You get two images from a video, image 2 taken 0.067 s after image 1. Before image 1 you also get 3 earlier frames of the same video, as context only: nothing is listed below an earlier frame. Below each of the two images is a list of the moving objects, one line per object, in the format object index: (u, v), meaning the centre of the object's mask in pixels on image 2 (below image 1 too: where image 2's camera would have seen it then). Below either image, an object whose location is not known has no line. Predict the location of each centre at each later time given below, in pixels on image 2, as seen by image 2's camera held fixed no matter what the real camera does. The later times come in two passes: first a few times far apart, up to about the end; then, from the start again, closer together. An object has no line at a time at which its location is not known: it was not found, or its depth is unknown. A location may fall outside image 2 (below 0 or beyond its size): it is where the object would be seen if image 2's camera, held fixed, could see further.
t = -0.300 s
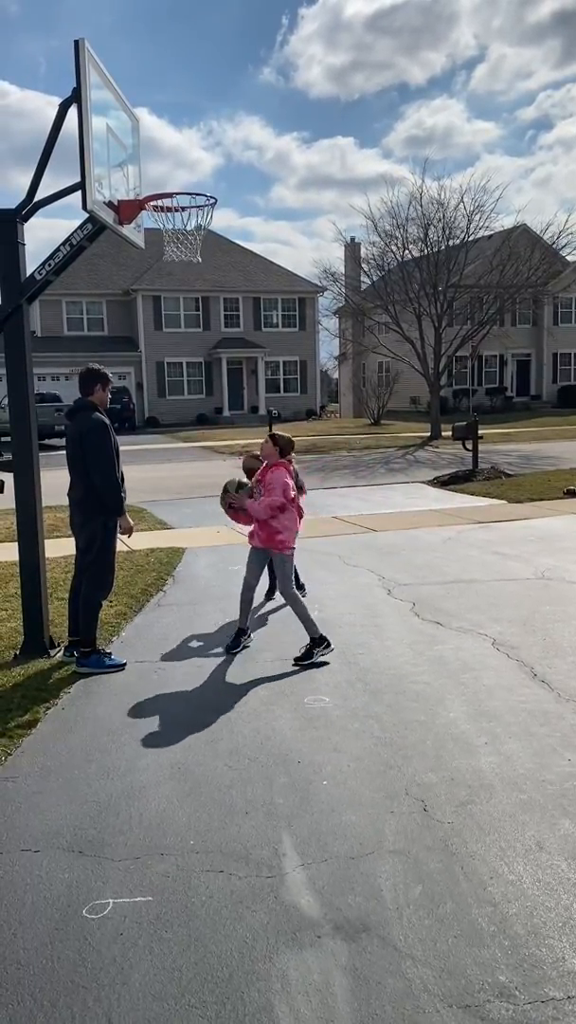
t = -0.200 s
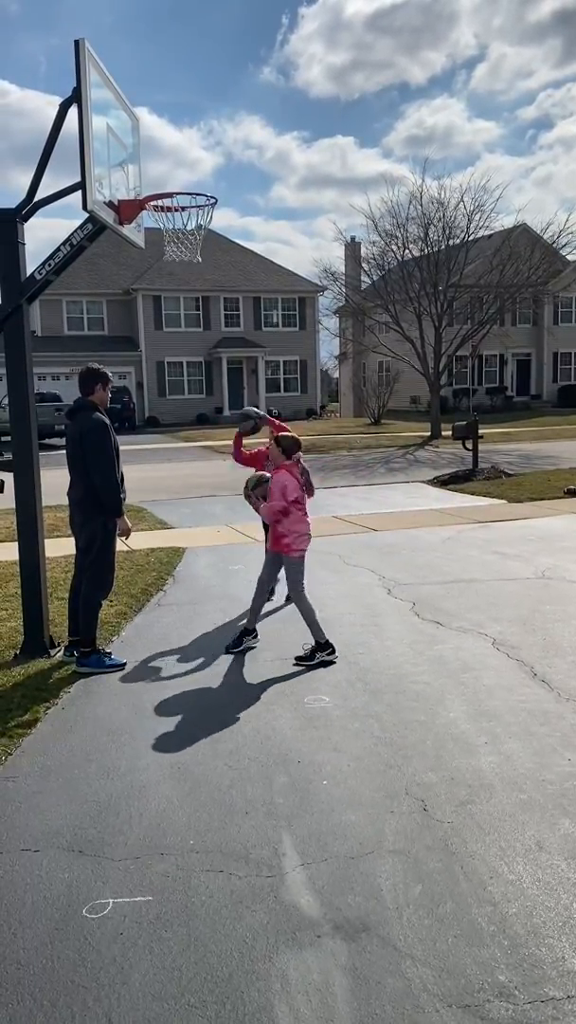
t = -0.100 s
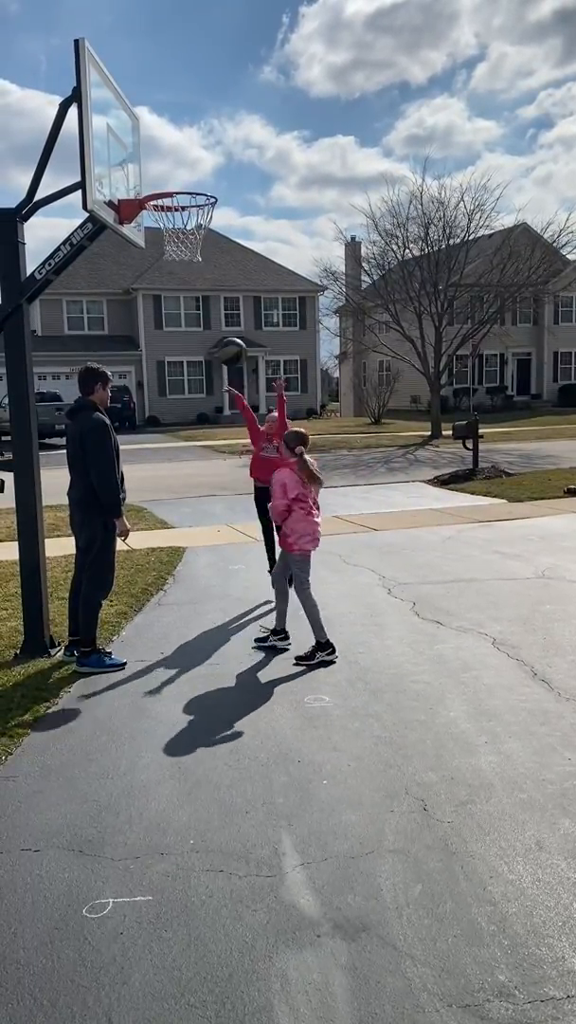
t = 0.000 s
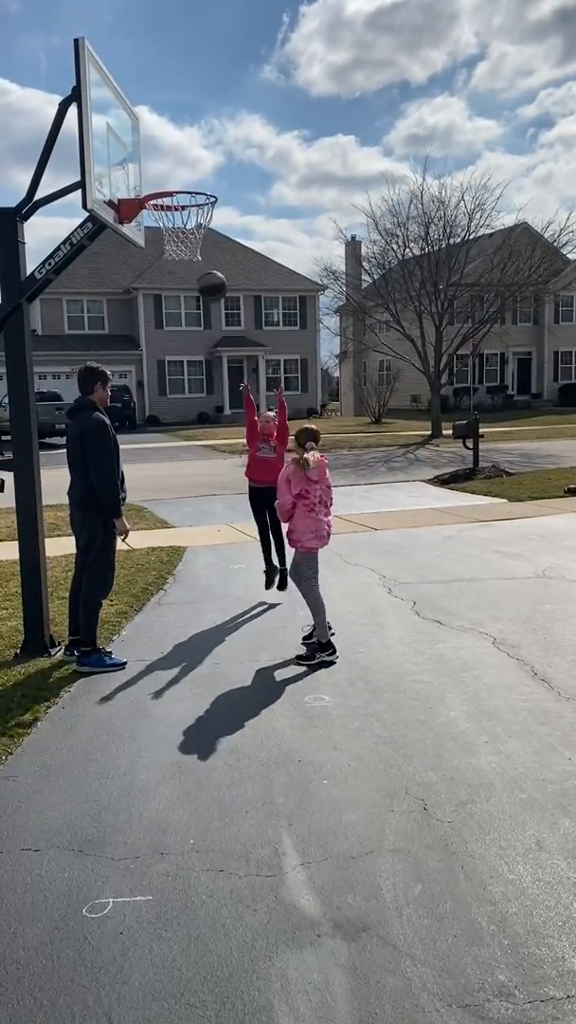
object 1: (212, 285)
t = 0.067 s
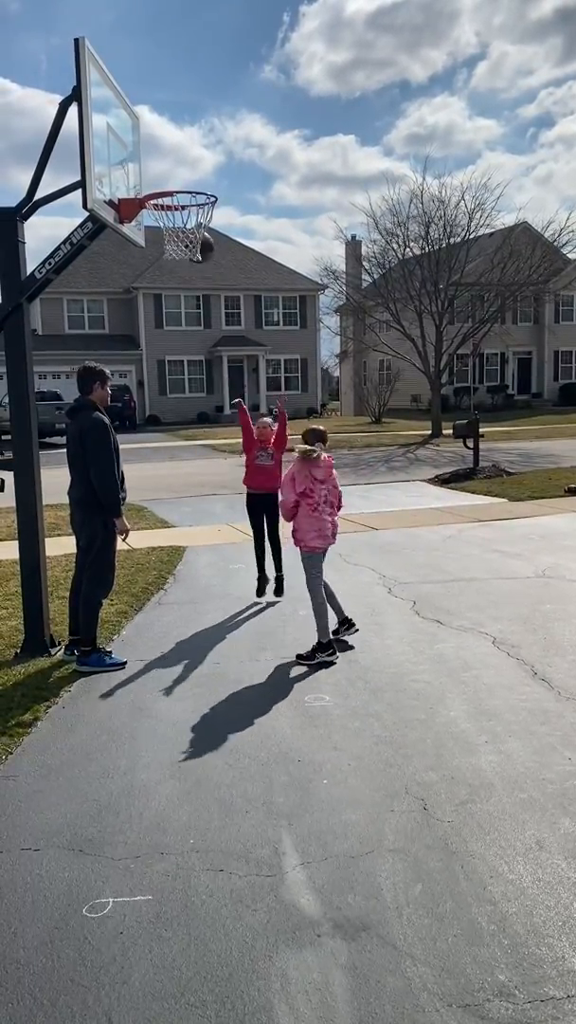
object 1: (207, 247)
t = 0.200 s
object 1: (169, 180)
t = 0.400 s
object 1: (156, 141)
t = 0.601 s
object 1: (184, 172)
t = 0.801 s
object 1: (198, 242)
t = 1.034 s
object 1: (170, 329)
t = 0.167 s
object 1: (178, 195)
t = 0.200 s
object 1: (169, 180)
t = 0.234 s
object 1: (162, 170)
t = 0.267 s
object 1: (154, 159)
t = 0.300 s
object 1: (147, 150)
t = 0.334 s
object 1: (148, 144)
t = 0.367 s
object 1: (152, 142)
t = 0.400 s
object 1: (156, 141)
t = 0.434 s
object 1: (160, 142)
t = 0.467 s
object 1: (165, 145)
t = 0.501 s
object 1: (170, 149)
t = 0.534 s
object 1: (174, 155)
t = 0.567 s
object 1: (179, 163)
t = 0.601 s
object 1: (184, 172)
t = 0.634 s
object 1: (189, 183)
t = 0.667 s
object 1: (193, 196)
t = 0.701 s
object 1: (199, 212)
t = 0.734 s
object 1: (201, 227)
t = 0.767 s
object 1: (200, 237)
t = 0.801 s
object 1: (198, 242)
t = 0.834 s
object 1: (192, 251)
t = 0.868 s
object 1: (187, 259)
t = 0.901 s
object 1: (184, 271)
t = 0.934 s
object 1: (180, 282)
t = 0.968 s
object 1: (177, 296)
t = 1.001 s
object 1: (173, 312)
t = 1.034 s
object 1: (170, 329)
